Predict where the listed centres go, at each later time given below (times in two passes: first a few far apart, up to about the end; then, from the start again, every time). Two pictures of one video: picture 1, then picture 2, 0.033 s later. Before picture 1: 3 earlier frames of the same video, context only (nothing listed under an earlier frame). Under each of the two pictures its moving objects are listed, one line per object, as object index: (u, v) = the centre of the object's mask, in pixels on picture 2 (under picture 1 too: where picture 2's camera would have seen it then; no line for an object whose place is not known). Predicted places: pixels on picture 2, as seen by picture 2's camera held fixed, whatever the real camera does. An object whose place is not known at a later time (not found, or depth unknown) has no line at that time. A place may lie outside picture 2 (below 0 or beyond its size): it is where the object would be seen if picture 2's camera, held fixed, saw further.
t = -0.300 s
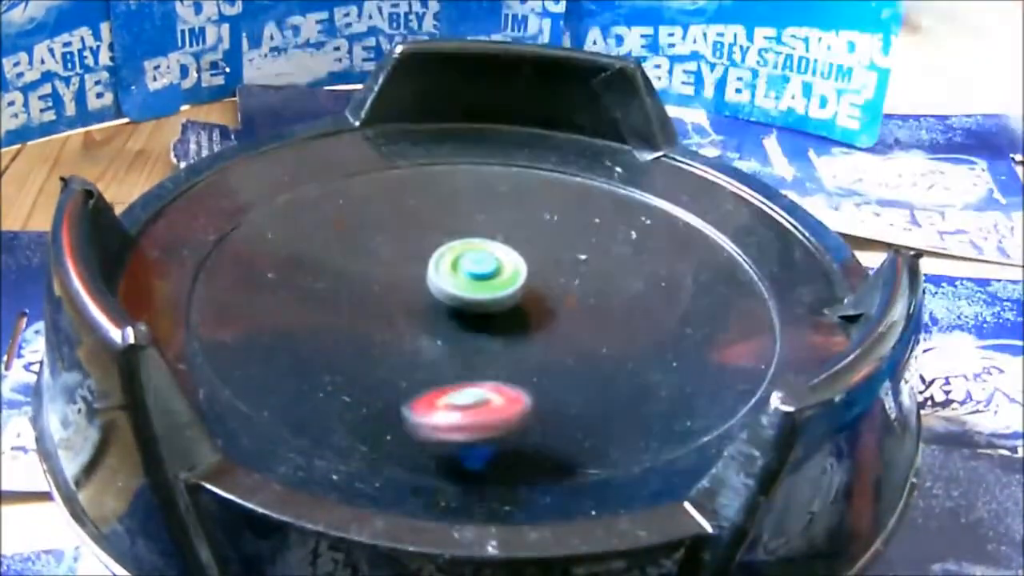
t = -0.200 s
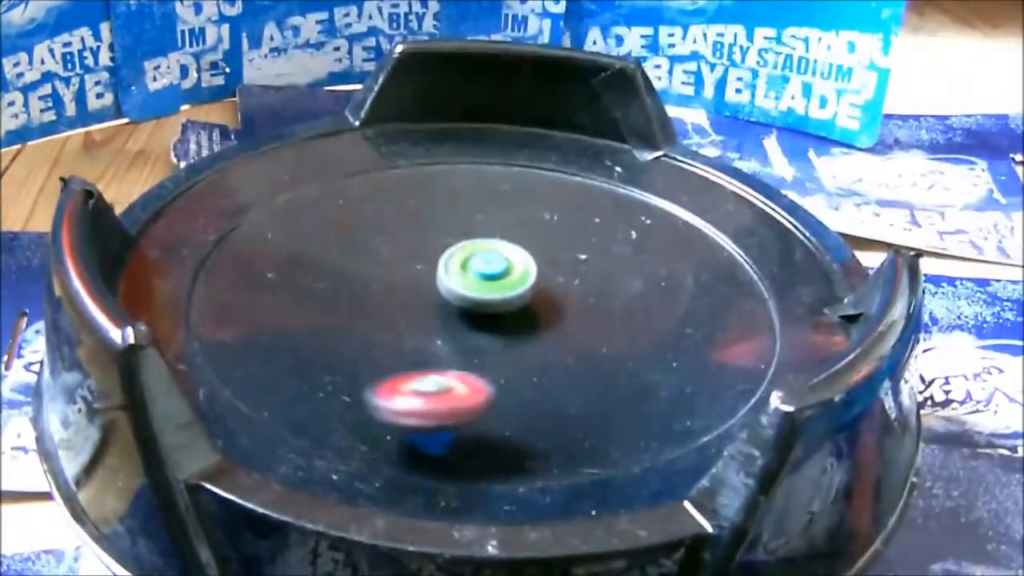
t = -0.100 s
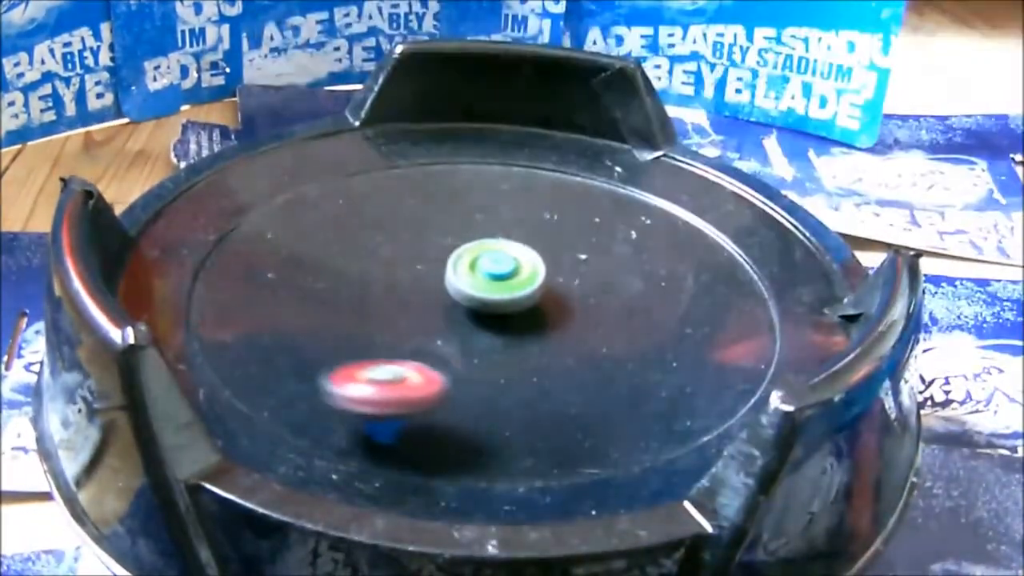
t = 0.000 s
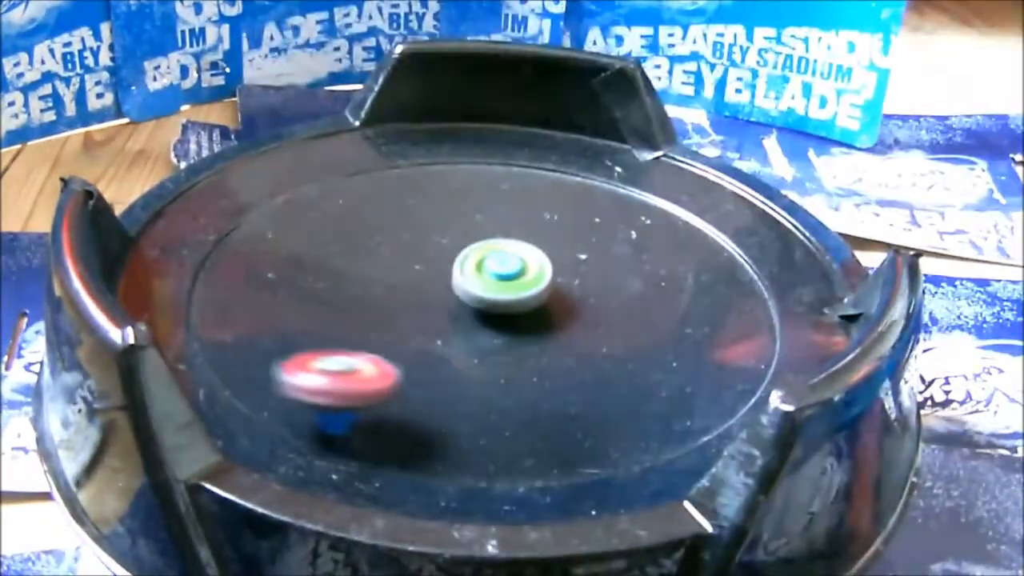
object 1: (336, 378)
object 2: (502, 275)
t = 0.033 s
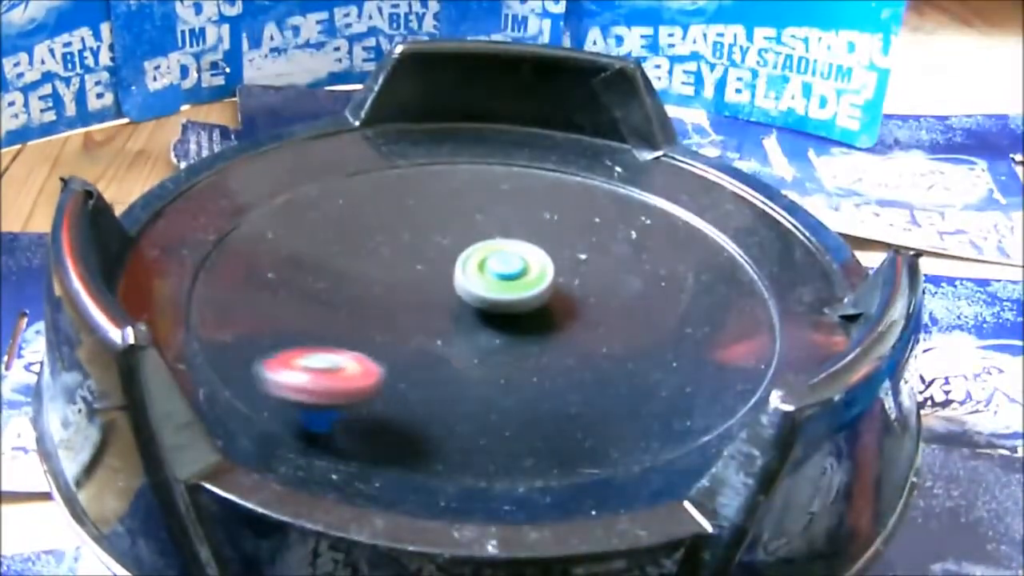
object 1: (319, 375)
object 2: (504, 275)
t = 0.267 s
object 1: (288, 364)
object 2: (514, 278)
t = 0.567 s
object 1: (240, 317)
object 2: (526, 290)
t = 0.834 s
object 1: (213, 284)
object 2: (535, 302)
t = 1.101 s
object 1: (348, 279)
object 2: (539, 313)
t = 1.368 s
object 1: (444, 196)
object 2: (537, 321)
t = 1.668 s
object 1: (312, 184)
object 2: (526, 328)
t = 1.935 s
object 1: (367, 283)
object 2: (687, 345)
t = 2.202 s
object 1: (548, 267)
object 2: (725, 307)
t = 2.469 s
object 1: (485, 165)
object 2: (589, 279)
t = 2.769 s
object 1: (419, 335)
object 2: (469, 284)
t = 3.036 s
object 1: (767, 292)
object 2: (407, 316)
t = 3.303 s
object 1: (553, 182)
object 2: (402, 345)
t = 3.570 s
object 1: (308, 307)
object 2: (457, 359)
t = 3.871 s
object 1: (514, 424)
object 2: (501, 316)
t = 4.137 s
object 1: (612, 274)
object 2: (436, 286)
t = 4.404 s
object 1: (294, 189)
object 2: (386, 276)
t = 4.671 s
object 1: (278, 348)
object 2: (371, 279)
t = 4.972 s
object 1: (629, 283)
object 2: (405, 291)
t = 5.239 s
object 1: (449, 136)
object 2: (458, 290)
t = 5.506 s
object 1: (530, 163)
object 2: (515, 275)
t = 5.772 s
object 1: (379, 221)
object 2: (549, 331)
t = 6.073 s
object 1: (246, 220)
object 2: (451, 342)
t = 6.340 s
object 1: (377, 399)
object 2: (507, 297)
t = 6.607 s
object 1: (677, 382)
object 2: (521, 212)
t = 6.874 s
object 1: (597, 240)
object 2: (413, 214)
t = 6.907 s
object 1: (564, 228)
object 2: (405, 217)
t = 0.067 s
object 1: (302, 373)
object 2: (506, 275)
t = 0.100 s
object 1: (285, 372)
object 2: (507, 276)
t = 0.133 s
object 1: (276, 368)
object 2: (509, 276)
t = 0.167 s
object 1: (281, 370)
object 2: (510, 277)
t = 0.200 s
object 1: (285, 369)
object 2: (511, 277)
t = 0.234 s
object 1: (288, 367)
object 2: (513, 277)
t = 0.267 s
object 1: (288, 364)
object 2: (514, 278)
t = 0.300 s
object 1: (287, 361)
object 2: (516, 279)
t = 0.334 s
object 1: (284, 356)
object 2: (517, 280)
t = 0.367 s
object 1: (279, 351)
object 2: (518, 281)
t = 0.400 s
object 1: (273, 345)
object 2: (519, 283)
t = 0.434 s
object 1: (267, 340)
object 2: (521, 284)
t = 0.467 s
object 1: (260, 334)
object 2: (522, 285)
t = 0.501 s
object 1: (254, 328)
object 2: (523, 287)
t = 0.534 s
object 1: (247, 323)
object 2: (524, 289)
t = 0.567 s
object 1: (240, 317)
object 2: (526, 290)
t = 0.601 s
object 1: (234, 312)
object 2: (527, 292)
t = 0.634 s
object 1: (228, 306)
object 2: (528, 294)
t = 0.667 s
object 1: (223, 302)
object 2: (529, 295)
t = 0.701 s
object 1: (218, 297)
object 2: (531, 297)
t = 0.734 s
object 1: (215, 294)
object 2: (532, 299)
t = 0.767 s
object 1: (212, 290)
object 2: (533, 300)
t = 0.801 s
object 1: (211, 286)
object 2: (534, 301)
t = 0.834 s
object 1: (213, 284)
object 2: (535, 302)
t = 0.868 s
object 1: (218, 281)
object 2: (536, 304)
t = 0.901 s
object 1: (225, 279)
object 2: (537, 305)
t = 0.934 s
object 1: (236, 278)
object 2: (537, 307)
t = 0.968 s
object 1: (251, 277)
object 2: (538, 308)
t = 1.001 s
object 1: (269, 278)
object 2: (538, 309)
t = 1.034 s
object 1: (294, 281)
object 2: (539, 310)
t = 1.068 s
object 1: (320, 281)
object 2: (539, 311)
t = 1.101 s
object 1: (348, 279)
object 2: (539, 313)
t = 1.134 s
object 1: (371, 274)
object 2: (539, 313)
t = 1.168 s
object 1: (394, 267)
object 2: (539, 315)
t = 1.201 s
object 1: (412, 258)
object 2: (538, 316)
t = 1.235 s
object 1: (427, 246)
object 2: (538, 317)
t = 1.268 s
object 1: (437, 234)
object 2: (538, 318)
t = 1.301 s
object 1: (444, 222)
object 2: (538, 319)
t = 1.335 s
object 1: (446, 208)
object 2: (538, 321)
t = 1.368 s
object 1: (444, 196)
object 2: (537, 321)
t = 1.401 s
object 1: (438, 183)
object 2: (537, 322)
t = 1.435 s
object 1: (428, 172)
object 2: (536, 323)
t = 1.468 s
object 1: (415, 161)
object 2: (535, 324)
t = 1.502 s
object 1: (400, 154)
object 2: (534, 325)
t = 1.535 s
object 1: (383, 147)
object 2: (533, 326)
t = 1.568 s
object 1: (363, 145)
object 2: (532, 326)
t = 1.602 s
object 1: (341, 155)
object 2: (530, 326)
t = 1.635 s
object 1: (324, 169)
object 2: (528, 327)
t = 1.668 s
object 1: (312, 184)
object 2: (526, 328)
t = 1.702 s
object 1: (311, 203)
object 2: (524, 328)
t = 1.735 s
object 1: (319, 226)
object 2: (521, 329)
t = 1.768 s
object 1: (338, 251)
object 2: (518, 329)
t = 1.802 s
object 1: (369, 275)
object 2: (515, 329)
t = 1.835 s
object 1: (400, 293)
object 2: (523, 330)
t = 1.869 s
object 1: (386, 290)
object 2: (582, 338)
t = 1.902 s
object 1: (371, 285)
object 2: (640, 344)
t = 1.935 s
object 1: (367, 283)
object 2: (687, 345)
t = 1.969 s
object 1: (373, 284)
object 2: (723, 344)
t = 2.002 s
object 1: (388, 288)
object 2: (748, 342)
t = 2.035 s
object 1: (412, 291)
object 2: (760, 338)
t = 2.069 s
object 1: (440, 294)
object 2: (761, 332)
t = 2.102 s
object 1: (472, 294)
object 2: (755, 325)
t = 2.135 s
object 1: (502, 289)
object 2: (746, 319)
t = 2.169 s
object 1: (527, 279)
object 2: (736, 313)
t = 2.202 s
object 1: (548, 267)
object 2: (725, 307)
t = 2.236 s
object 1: (562, 253)
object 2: (711, 301)
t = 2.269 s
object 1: (571, 238)
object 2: (696, 296)
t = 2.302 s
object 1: (572, 222)
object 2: (680, 292)
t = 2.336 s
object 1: (567, 206)
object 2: (663, 289)
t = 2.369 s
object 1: (555, 191)
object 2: (645, 286)
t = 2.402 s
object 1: (536, 180)
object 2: (626, 283)
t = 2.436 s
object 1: (513, 170)
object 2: (607, 281)
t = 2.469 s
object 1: (485, 165)
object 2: (589, 279)
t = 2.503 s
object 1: (455, 164)
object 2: (571, 278)
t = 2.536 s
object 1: (423, 170)
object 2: (555, 277)
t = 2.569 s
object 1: (396, 182)
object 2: (541, 277)
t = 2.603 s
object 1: (374, 200)
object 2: (526, 277)
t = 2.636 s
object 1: (361, 224)
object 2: (512, 279)
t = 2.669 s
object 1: (357, 251)
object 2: (498, 281)
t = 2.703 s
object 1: (366, 282)
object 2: (486, 282)
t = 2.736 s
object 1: (386, 310)
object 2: (477, 284)
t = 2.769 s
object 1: (419, 335)
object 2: (469, 284)
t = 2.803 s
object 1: (464, 354)
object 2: (455, 288)
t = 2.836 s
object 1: (514, 364)
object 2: (447, 294)
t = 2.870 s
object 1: (569, 367)
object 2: (440, 297)
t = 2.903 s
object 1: (622, 363)
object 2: (432, 301)
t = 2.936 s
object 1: (668, 350)
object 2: (424, 304)
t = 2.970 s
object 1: (710, 334)
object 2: (418, 308)
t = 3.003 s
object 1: (743, 314)
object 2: (412, 312)
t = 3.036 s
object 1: (767, 292)
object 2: (407, 316)
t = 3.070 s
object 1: (767, 266)
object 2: (404, 320)
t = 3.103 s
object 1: (747, 246)
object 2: (402, 324)
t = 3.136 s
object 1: (722, 226)
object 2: (400, 328)
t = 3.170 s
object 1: (698, 208)
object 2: (399, 332)
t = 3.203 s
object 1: (666, 192)
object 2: (399, 335)
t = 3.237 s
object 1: (634, 184)
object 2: (399, 338)
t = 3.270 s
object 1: (596, 179)
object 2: (400, 342)
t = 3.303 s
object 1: (553, 182)
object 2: (402, 345)
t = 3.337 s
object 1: (509, 189)
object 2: (405, 347)
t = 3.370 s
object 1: (466, 199)
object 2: (407, 349)
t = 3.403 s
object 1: (426, 214)
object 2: (411, 350)
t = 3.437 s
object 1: (391, 235)
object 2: (414, 351)
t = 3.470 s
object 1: (363, 257)
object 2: (417, 351)
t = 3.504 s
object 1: (346, 281)
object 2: (420, 351)
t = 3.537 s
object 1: (328, 292)
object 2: (435, 352)
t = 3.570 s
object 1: (308, 307)
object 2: (457, 359)
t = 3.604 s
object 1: (300, 323)
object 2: (475, 360)
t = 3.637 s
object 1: (298, 339)
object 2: (488, 360)
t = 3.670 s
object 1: (305, 357)
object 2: (499, 357)
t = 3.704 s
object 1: (321, 375)
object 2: (508, 350)
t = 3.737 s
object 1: (348, 394)
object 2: (513, 344)
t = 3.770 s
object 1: (383, 410)
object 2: (515, 336)
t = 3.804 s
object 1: (425, 421)
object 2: (512, 329)
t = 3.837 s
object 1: (471, 426)
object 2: (507, 321)
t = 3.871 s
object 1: (514, 424)
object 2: (501, 316)
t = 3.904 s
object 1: (556, 417)
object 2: (494, 310)
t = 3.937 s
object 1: (591, 405)
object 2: (485, 304)
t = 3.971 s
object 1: (617, 387)
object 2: (476, 299)
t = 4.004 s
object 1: (638, 367)
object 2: (468, 296)
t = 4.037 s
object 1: (645, 344)
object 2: (460, 293)
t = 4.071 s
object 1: (643, 321)
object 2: (452, 290)
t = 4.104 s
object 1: (631, 297)
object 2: (444, 288)
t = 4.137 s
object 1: (612, 274)
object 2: (436, 286)
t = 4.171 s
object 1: (584, 252)
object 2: (428, 283)
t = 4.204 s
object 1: (549, 233)
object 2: (421, 282)
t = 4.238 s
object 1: (511, 217)
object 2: (415, 281)
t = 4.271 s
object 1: (469, 204)
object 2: (409, 279)
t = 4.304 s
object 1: (426, 195)
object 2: (402, 278)
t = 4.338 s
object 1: (379, 188)
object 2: (396, 277)
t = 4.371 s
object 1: (336, 187)
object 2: (391, 276)
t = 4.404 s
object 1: (294, 189)
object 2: (386, 276)
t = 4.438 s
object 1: (257, 195)
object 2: (381, 275)
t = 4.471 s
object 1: (229, 205)
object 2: (378, 276)
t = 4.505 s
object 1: (215, 229)
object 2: (375, 275)
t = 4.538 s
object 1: (209, 258)
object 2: (373, 276)
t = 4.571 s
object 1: (210, 283)
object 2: (372, 276)
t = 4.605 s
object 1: (221, 307)
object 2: (371, 277)
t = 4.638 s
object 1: (246, 329)
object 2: (371, 278)
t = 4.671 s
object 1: (278, 348)
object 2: (371, 279)
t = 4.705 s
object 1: (322, 363)
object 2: (372, 280)
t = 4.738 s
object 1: (371, 375)
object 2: (374, 280)
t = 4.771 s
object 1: (427, 381)
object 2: (376, 282)
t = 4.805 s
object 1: (482, 379)
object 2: (378, 283)
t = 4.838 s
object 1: (529, 370)
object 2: (381, 285)
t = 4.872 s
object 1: (571, 354)
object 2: (386, 287)
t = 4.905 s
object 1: (600, 333)
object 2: (391, 288)
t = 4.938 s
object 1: (620, 308)
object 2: (398, 290)
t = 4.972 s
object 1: (629, 283)
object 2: (405, 291)
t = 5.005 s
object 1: (627, 258)
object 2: (412, 292)
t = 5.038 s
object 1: (617, 232)
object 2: (419, 293)
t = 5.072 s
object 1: (600, 210)
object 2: (426, 294)
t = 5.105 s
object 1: (577, 187)
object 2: (433, 294)
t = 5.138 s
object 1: (549, 169)
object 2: (440, 293)
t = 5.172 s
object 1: (518, 154)
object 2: (446, 293)
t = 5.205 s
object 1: (484, 143)
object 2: (453, 291)
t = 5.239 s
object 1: (449, 136)
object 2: (458, 290)
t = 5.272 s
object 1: (413, 137)
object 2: (464, 287)
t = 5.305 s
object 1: (289, 184)
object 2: (483, 277)
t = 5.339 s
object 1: (291, 284)
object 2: (494, 267)
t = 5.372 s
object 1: (464, 373)
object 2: (498, 260)
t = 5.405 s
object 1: (670, 342)
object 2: (500, 258)
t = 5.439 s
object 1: (743, 256)
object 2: (502, 260)
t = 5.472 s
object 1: (668, 184)
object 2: (507, 267)
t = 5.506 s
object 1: (530, 163)
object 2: (515, 275)
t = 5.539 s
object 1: (379, 210)
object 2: (523, 283)
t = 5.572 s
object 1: (321, 308)
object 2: (530, 291)
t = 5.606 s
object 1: (439, 406)
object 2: (535, 299)
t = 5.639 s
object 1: (640, 414)
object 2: (539, 306)
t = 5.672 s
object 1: (743, 339)
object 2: (540, 314)
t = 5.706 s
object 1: (691, 267)
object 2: (542, 322)
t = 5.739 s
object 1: (541, 219)
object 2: (546, 329)
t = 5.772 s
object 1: (379, 221)
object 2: (549, 331)
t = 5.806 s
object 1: (260, 271)
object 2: (544, 332)
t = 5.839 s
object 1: (258, 344)
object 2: (533, 333)
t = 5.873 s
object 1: (386, 398)
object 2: (516, 335)
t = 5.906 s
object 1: (548, 381)
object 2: (491, 333)
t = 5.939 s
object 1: (604, 299)
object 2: (480, 341)
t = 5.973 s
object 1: (530, 216)
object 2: (468, 344)
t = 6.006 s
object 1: (394, 175)
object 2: (460, 345)
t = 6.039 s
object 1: (276, 192)
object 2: (454, 344)
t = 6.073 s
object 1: (246, 220)
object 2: (451, 342)
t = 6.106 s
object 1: (243, 240)
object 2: (449, 341)
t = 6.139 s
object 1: (248, 261)
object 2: (448, 340)
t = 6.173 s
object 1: (263, 283)
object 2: (446, 339)
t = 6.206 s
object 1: (289, 309)
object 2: (445, 338)
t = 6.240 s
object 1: (321, 330)
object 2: (444, 336)
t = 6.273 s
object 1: (356, 347)
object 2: (452, 331)
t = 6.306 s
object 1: (367, 372)
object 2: (477, 313)
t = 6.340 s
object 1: (377, 399)
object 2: (507, 297)
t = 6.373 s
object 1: (401, 416)
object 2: (530, 279)
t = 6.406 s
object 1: (435, 426)
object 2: (549, 264)
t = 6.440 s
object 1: (485, 430)
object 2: (560, 249)
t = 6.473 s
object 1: (538, 427)
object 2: (563, 238)
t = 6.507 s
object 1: (583, 419)
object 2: (560, 230)
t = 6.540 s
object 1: (621, 410)
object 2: (551, 223)
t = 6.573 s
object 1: (653, 398)
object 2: (537, 217)
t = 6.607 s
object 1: (677, 382)
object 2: (521, 212)
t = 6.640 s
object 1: (693, 366)
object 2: (503, 209)
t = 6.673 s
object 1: (700, 346)
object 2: (487, 207)
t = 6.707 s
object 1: (700, 327)
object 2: (471, 206)
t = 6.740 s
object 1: (693, 307)
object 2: (456, 205)
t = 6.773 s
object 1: (678, 288)
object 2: (443, 207)
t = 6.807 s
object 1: (657, 271)
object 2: (431, 209)
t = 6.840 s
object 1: (631, 255)
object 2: (422, 211)
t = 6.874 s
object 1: (597, 240)
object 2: (413, 214)
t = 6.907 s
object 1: (564, 228)
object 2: (405, 217)
